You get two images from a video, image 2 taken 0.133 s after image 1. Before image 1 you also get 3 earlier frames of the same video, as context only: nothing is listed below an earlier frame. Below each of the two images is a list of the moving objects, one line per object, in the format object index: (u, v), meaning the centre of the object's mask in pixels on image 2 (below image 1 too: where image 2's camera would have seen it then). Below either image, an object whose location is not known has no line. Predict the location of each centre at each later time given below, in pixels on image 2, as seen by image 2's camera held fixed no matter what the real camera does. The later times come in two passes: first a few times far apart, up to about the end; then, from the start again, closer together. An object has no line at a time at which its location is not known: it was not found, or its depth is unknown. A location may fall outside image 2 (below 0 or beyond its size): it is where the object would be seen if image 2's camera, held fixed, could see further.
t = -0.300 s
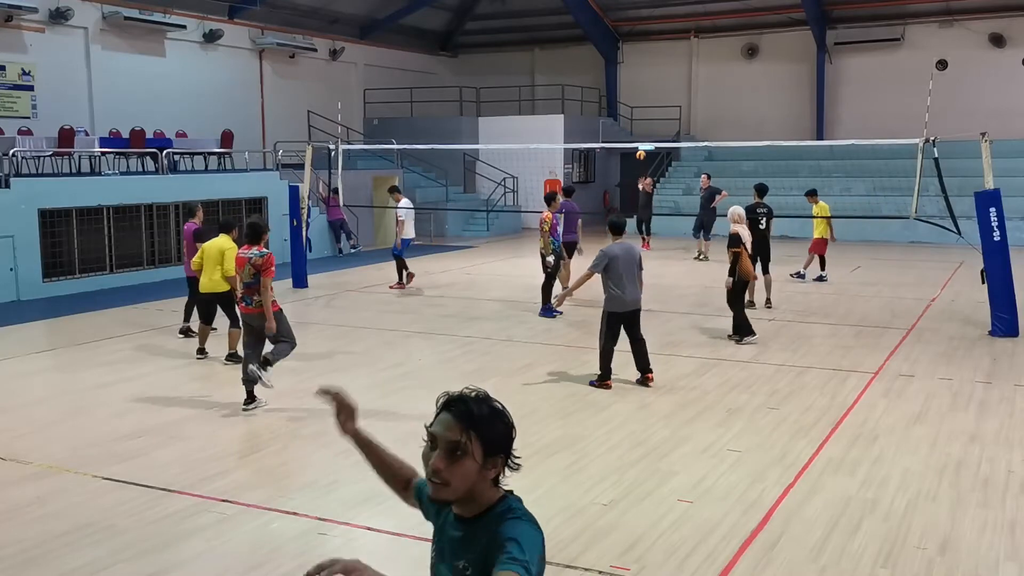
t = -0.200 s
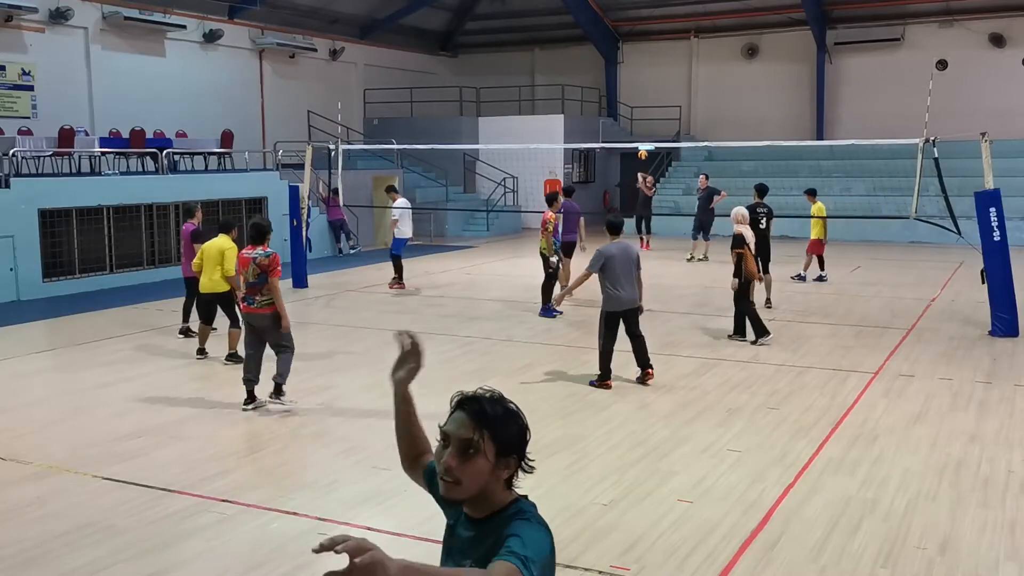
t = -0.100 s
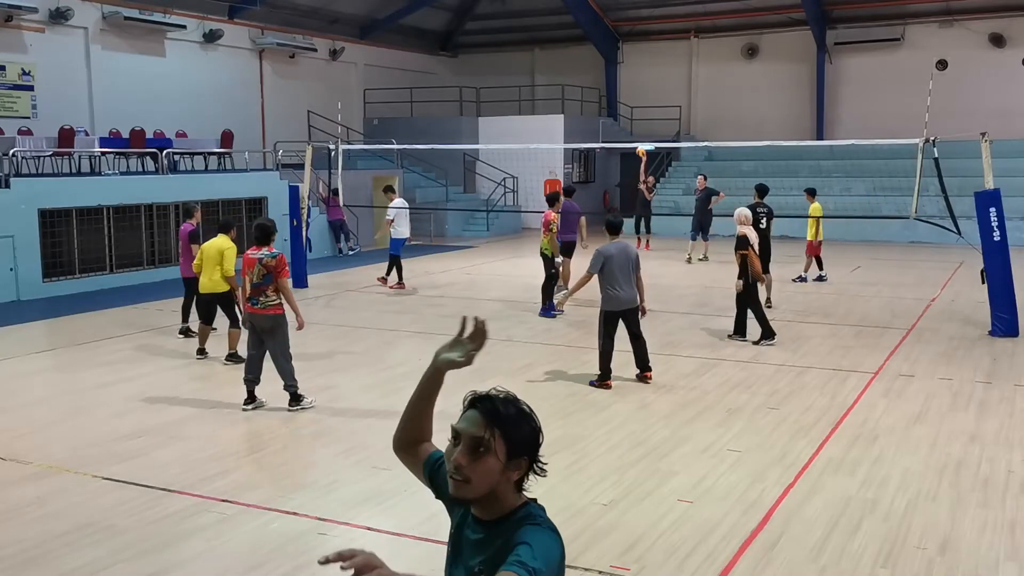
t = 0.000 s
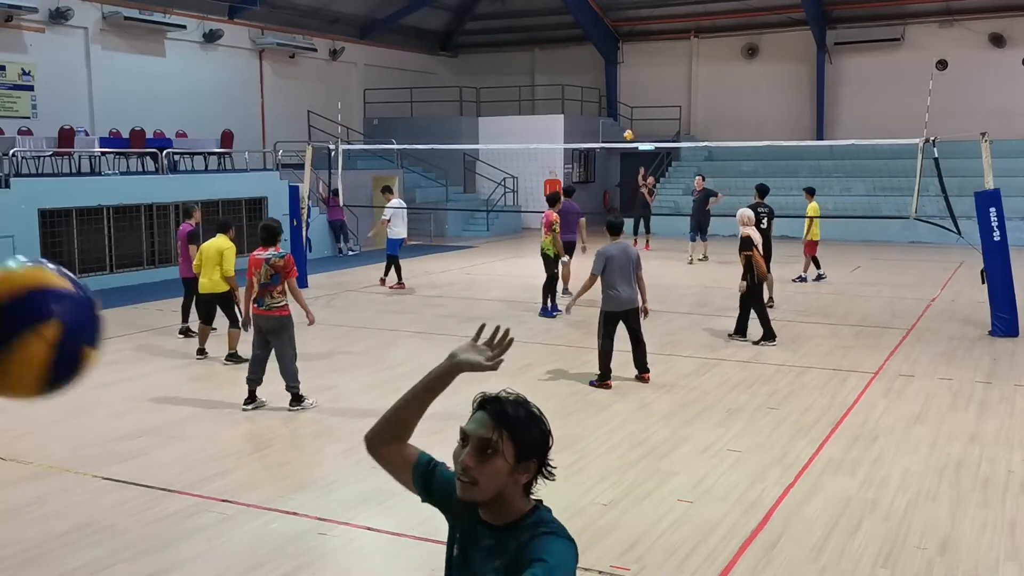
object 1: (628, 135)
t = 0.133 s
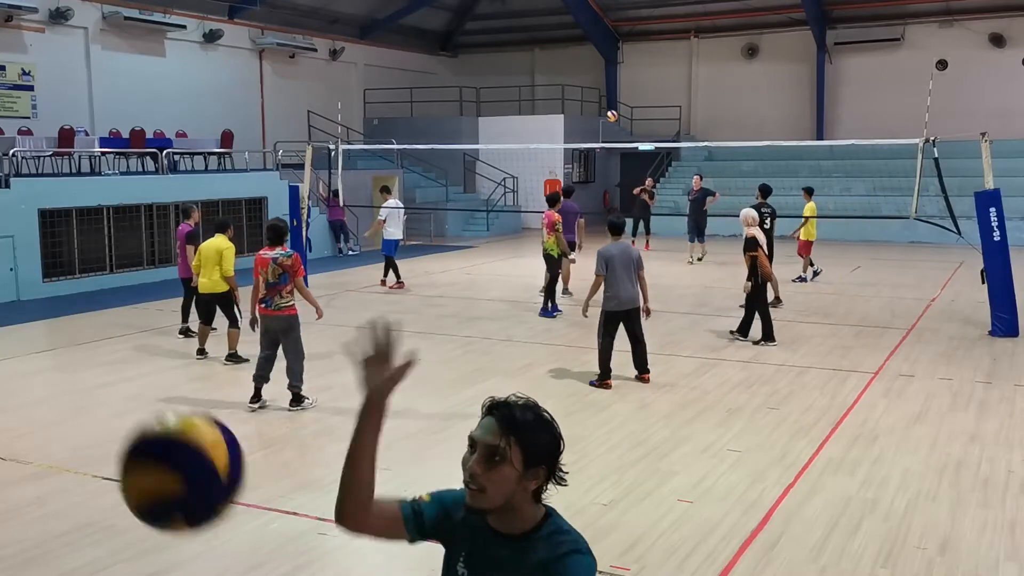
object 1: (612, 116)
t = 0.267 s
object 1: (595, 102)
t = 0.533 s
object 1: (556, 104)
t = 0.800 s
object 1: (514, 161)
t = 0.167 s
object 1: (608, 112)
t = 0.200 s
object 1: (603, 108)
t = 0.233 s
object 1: (599, 105)
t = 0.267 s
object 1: (595, 102)
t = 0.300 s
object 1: (590, 99)
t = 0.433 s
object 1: (571, 97)
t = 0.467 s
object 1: (566, 98)
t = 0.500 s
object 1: (561, 100)
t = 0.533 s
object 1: (556, 104)
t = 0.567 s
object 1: (551, 108)
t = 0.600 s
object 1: (546, 112)
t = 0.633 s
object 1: (541, 117)
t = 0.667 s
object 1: (536, 124)
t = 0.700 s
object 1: (531, 131)
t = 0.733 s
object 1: (526, 140)
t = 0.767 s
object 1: (520, 150)
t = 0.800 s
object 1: (514, 161)
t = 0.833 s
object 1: (508, 173)
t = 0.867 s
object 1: (503, 187)
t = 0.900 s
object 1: (497, 203)
